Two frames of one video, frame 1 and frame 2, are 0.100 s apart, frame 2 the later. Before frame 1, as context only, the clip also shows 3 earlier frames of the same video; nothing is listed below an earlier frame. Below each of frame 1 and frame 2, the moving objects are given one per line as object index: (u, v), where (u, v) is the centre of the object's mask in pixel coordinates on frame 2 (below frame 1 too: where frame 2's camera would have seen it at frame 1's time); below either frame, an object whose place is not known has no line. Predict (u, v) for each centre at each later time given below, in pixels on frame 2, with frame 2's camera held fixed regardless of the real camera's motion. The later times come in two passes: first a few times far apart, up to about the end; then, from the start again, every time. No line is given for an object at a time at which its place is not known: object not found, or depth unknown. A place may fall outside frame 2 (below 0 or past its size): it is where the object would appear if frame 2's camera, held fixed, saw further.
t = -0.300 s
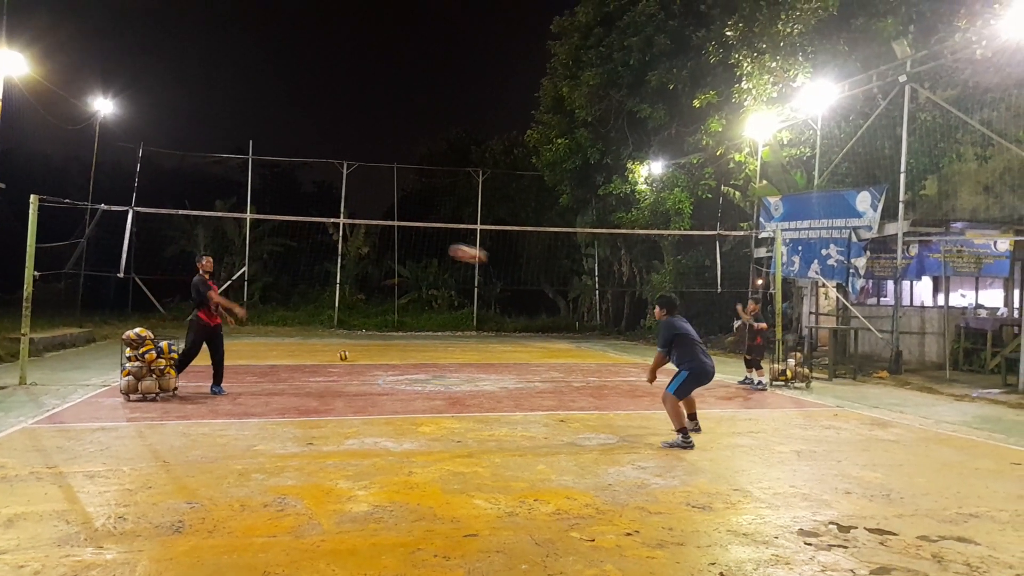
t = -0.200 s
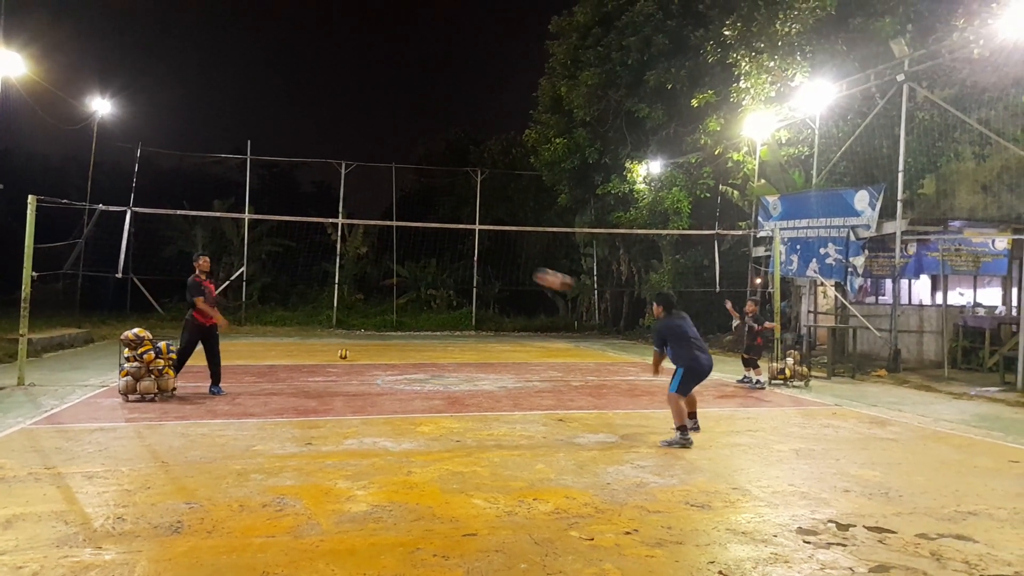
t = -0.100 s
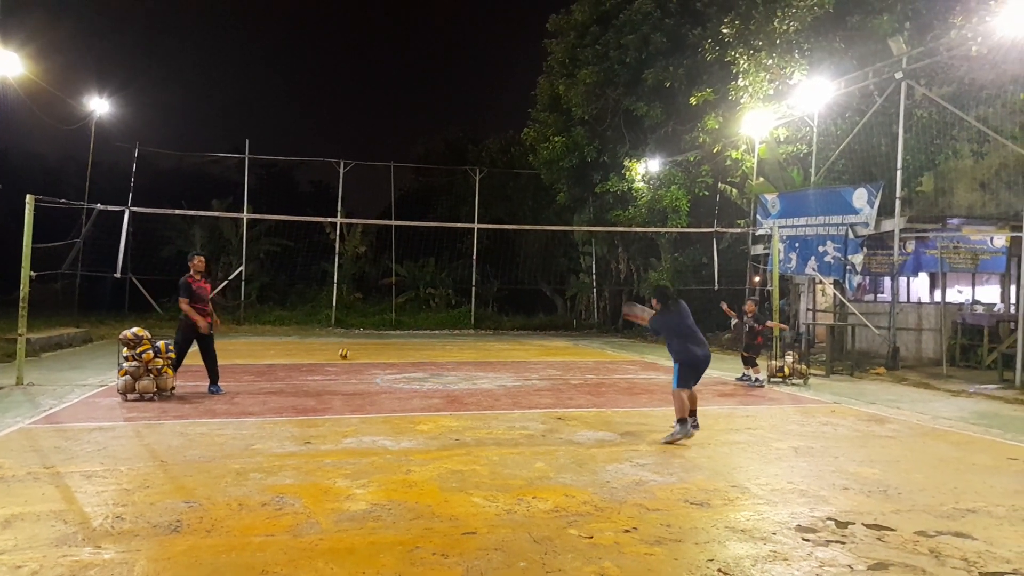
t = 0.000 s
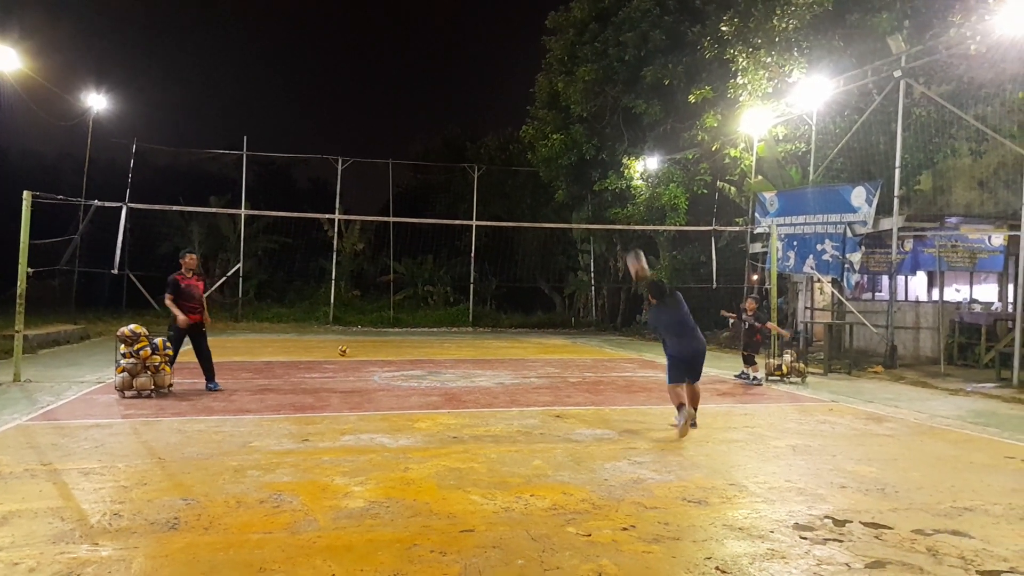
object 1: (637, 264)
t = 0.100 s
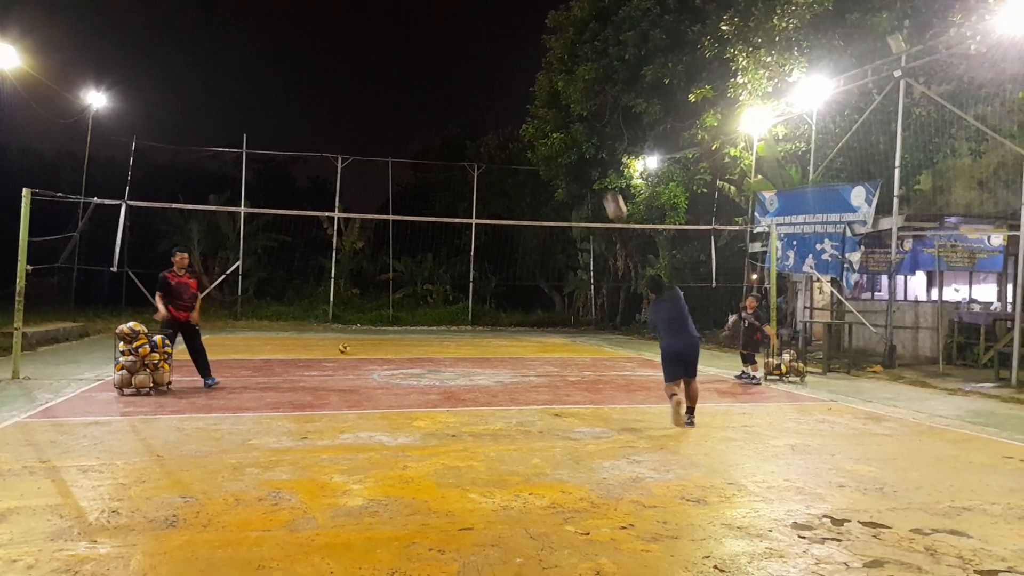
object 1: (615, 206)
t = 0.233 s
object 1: (588, 148)
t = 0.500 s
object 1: (537, 80)
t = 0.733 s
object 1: (497, 72)
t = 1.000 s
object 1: (454, 114)
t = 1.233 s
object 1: (420, 191)
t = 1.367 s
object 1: (400, 249)
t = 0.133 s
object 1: (608, 192)
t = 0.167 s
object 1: (601, 174)
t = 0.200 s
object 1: (594, 161)
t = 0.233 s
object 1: (588, 148)
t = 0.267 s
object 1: (581, 136)
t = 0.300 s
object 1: (575, 125)
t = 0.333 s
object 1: (568, 115)
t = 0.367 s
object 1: (562, 106)
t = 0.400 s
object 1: (556, 99)
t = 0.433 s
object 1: (549, 91)
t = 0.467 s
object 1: (543, 85)
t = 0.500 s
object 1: (537, 80)
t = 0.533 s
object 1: (531, 76)
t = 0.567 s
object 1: (525, 73)
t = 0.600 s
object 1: (520, 71)
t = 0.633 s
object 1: (514, 70)
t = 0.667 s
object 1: (508, 70)
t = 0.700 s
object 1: (502, 70)
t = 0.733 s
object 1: (497, 72)
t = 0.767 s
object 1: (491, 75)
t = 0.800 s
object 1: (486, 78)
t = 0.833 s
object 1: (481, 82)
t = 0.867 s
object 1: (475, 87)
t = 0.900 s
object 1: (470, 92)
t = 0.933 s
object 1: (465, 99)
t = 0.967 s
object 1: (459, 107)
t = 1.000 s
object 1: (454, 114)
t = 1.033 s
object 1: (449, 123)
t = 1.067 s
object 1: (444, 133)
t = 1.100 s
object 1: (439, 143)
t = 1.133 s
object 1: (434, 154)
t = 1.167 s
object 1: (430, 166)
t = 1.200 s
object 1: (425, 179)
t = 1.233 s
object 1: (420, 191)
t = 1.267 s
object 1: (415, 204)
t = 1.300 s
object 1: (410, 219)
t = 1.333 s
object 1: (405, 234)
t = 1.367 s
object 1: (400, 249)
